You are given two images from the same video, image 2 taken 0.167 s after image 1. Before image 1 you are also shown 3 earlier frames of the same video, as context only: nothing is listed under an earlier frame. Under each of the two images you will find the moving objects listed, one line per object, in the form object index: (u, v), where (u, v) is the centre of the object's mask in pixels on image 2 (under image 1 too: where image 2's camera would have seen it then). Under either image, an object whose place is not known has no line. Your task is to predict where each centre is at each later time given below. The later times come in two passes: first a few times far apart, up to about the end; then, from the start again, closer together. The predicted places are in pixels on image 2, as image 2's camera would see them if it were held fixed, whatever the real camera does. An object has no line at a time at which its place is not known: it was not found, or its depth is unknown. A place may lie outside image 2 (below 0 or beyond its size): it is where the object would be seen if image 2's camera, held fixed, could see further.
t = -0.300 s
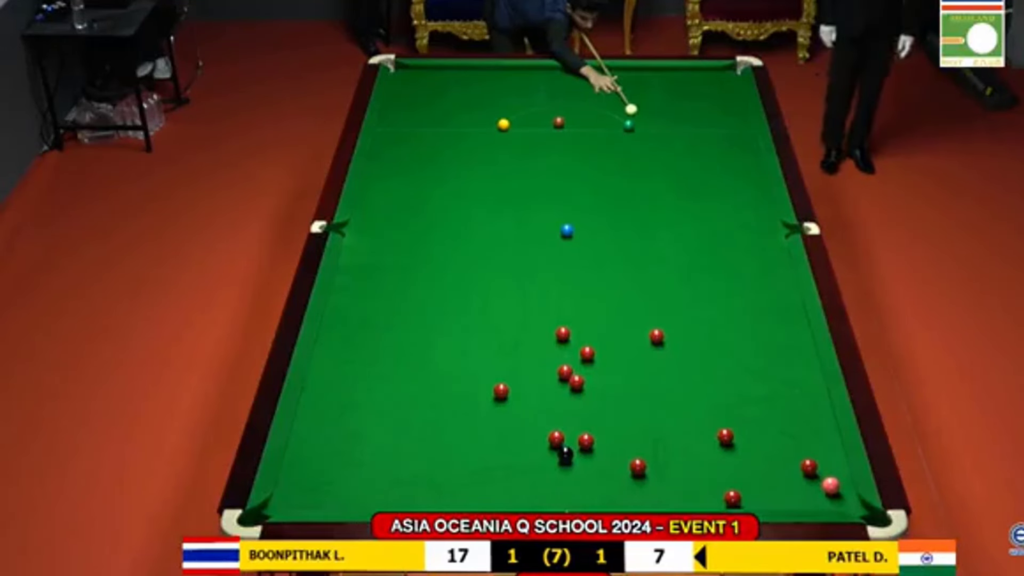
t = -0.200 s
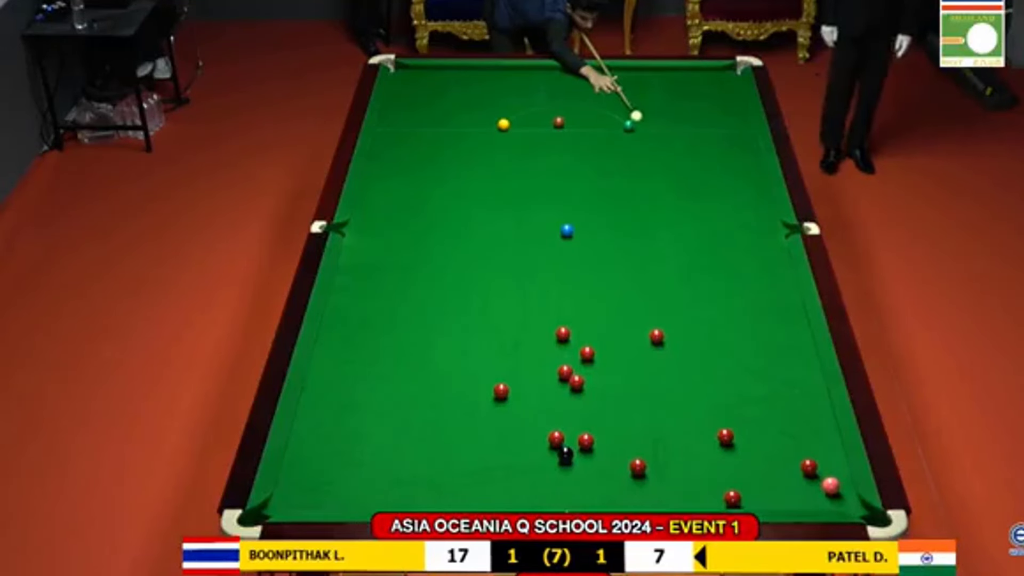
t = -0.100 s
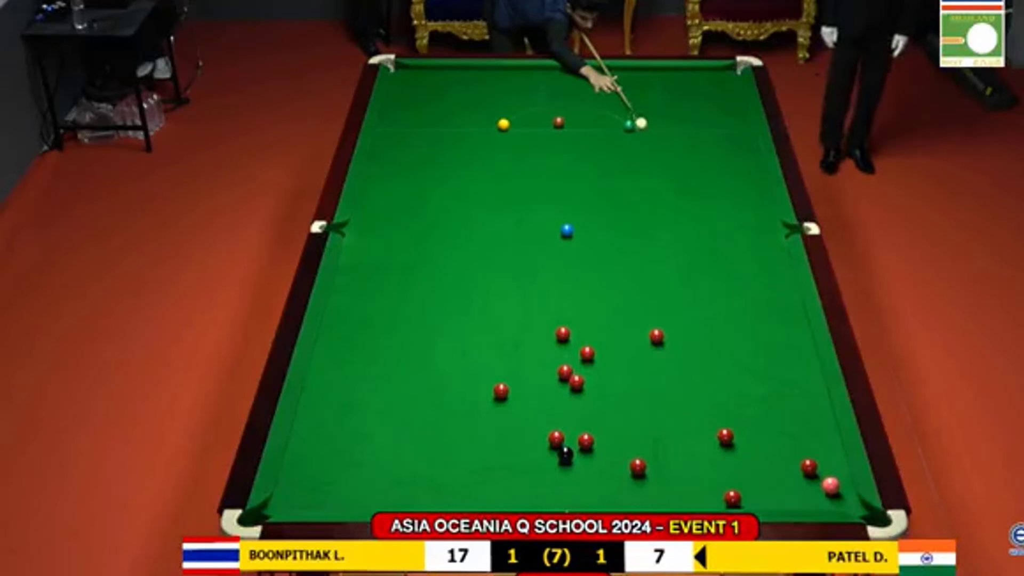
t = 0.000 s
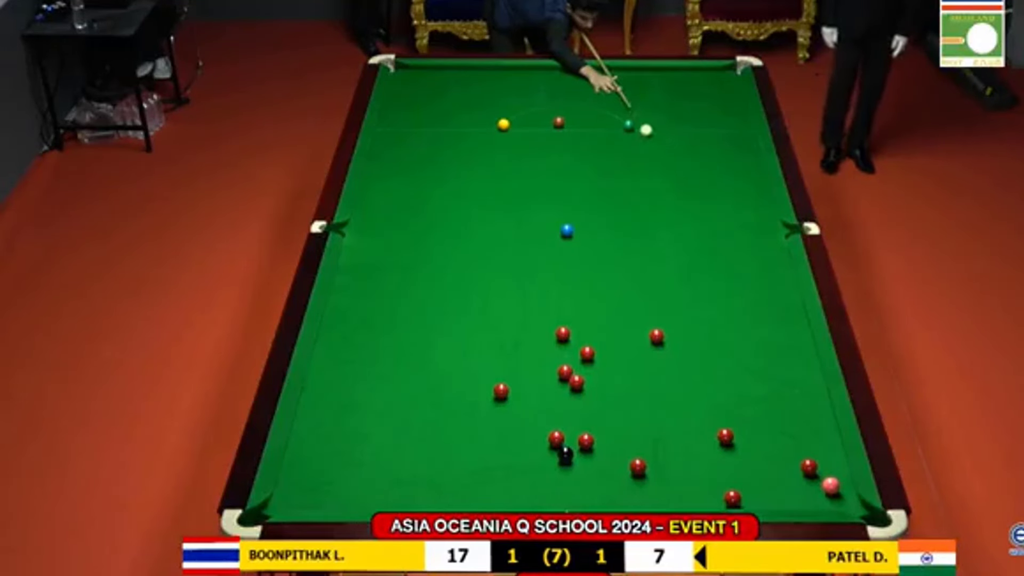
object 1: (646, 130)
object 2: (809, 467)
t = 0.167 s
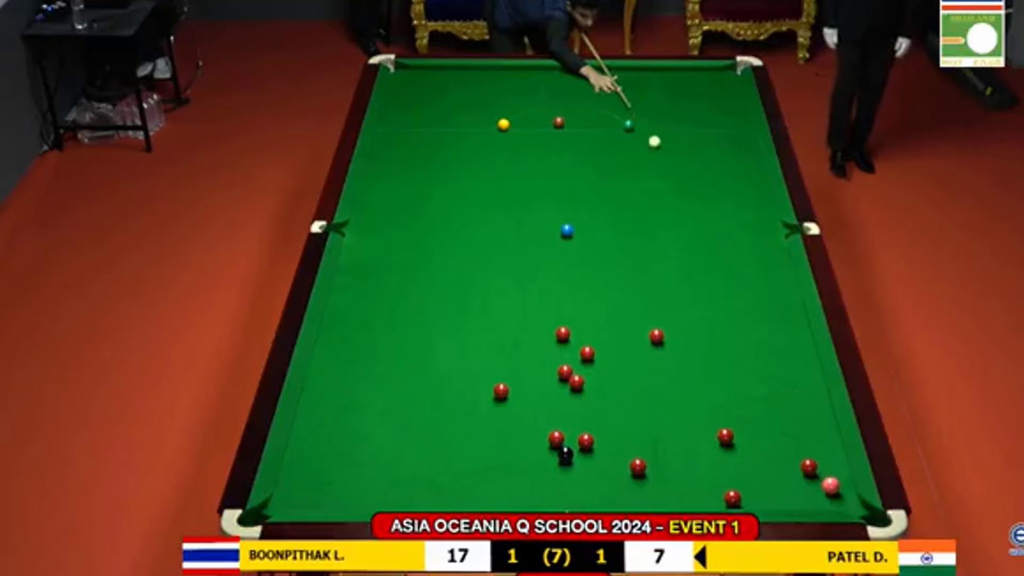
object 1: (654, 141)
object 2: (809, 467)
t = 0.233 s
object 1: (657, 145)
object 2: (809, 467)
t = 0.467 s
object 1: (670, 162)
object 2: (809, 467)
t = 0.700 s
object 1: (683, 180)
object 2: (809, 467)
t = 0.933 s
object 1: (696, 196)
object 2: (809, 467)
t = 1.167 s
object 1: (710, 214)
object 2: (809, 467)
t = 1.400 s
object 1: (724, 234)
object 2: (809, 467)
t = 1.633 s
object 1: (737, 253)
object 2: (809, 467)
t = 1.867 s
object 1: (752, 272)
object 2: (809, 467)
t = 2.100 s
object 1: (767, 291)
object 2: (809, 467)
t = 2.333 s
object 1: (781, 310)
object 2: (809, 467)
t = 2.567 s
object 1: (796, 330)
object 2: (809, 467)
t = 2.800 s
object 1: (808, 350)
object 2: (809, 467)
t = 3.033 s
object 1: (807, 367)
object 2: (809, 467)
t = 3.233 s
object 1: (808, 383)
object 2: (809, 467)
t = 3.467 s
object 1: (808, 401)
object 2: (809, 467)
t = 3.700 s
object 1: (807, 419)
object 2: (809, 467)
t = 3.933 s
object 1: (807, 436)
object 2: (809, 467)
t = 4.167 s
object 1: (806, 452)
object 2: (809, 466)
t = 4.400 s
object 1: (805, 458)
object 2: (810, 476)
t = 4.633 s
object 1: (803, 462)
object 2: (811, 486)
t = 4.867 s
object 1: (802, 464)
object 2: (812, 495)
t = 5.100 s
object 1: (801, 465)
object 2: (813, 501)
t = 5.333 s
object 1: (801, 465)
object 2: (813, 503)
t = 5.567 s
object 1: (801, 465)
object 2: (812, 500)
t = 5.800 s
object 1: (801, 465)
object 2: (812, 498)
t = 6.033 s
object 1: (801, 465)
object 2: (812, 497)
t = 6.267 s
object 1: (801, 465)
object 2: (812, 496)
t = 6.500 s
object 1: (801, 465)
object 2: (812, 496)
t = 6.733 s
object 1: (801, 465)
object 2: (812, 496)
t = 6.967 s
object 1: (801, 465)
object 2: (812, 496)
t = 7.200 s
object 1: (801, 465)
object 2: (812, 495)
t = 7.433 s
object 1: (801, 465)
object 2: (812, 495)
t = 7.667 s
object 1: (801, 465)
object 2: (812, 495)
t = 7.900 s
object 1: (801, 465)
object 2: (812, 495)
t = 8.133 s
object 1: (801, 465)
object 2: (812, 495)
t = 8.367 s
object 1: (801, 465)
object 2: (812, 495)
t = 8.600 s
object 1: (801, 465)
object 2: (812, 495)
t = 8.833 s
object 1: (801, 465)
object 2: (812, 495)
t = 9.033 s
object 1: (801, 465)
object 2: (812, 495)
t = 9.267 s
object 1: (801, 465)
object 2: (812, 495)
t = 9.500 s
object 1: (801, 465)
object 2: (812, 495)
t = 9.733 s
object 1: (801, 465)
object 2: (812, 495)
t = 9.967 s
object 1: (801, 465)
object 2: (812, 495)
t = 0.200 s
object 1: (656, 144)
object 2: (809, 467)
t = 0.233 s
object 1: (657, 145)
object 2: (809, 467)
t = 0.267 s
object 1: (659, 148)
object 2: (809, 467)
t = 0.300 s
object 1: (661, 151)
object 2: (809, 467)
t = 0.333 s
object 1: (662, 152)
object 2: (809, 467)
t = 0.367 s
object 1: (664, 155)
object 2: (809, 467)
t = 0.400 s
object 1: (667, 158)
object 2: (809, 467)
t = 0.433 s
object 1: (668, 159)
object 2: (809, 467)
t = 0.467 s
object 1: (670, 162)
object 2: (809, 467)
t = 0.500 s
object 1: (672, 165)
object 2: (809, 467)
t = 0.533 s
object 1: (673, 166)
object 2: (809, 467)
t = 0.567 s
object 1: (675, 170)
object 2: (809, 467)
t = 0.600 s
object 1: (677, 173)
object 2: (809, 467)
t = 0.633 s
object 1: (678, 174)
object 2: (809, 467)
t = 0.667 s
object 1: (681, 177)
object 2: (809, 467)
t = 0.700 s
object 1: (683, 180)
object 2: (809, 467)
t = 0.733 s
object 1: (684, 182)
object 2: (809, 467)
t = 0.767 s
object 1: (686, 184)
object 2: (809, 467)
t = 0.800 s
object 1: (689, 187)
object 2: (809, 467)
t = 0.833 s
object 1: (690, 189)
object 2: (809, 467)
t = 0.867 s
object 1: (692, 192)
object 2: (809, 467)
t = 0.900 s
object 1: (694, 195)
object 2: (809, 467)
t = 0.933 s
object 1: (696, 196)
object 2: (809, 467)
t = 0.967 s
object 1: (698, 200)
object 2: (809, 467)
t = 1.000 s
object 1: (700, 202)
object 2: (809, 467)
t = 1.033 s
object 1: (701, 204)
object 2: (809, 467)
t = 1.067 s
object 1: (704, 207)
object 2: (809, 467)
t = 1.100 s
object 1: (706, 210)
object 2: (809, 467)
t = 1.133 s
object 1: (707, 212)
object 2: (809, 467)
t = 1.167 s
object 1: (710, 214)
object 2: (809, 467)
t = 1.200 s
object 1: (712, 218)
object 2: (809, 467)
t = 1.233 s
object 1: (713, 219)
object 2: (809, 467)
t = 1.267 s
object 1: (715, 223)
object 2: (809, 467)
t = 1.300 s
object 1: (718, 227)
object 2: (809, 467)
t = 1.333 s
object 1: (719, 228)
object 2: (809, 467)
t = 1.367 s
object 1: (721, 231)
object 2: (809, 467)
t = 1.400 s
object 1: (724, 234)
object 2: (809, 467)
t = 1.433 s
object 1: (725, 236)
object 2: (809, 467)
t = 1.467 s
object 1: (728, 239)
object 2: (809, 467)
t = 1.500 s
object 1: (730, 243)
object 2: (809, 467)
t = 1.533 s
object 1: (731, 244)
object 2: (809, 467)
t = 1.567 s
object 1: (734, 247)
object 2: (809, 467)
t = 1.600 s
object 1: (736, 251)
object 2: (809, 467)
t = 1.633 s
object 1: (737, 253)
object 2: (809, 467)
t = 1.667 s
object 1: (740, 256)
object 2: (809, 467)
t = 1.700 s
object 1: (742, 259)
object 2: (809, 467)
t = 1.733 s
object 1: (744, 261)
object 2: (809, 467)
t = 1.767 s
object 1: (746, 264)
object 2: (809, 467)
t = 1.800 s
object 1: (749, 267)
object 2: (809, 467)
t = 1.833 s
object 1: (750, 269)
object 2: (809, 467)
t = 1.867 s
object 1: (752, 272)
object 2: (809, 467)
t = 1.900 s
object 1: (755, 275)
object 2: (809, 467)
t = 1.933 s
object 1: (756, 277)
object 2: (809, 467)
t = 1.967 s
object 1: (759, 280)
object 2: (809, 467)
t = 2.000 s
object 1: (761, 283)
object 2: (809, 467)
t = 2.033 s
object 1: (762, 285)
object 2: (809, 467)
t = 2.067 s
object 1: (765, 288)
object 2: (809, 467)
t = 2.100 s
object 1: (767, 291)
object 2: (809, 467)
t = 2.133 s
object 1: (768, 293)
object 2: (809, 467)
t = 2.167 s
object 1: (771, 297)
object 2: (809, 467)
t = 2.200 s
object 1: (773, 300)
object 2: (809, 467)
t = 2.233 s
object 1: (775, 301)
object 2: (809, 467)
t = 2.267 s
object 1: (777, 305)
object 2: (809, 467)
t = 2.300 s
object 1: (780, 308)
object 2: (809, 467)
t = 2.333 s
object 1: (781, 310)
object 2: (809, 467)
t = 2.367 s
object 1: (783, 313)
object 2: (809, 467)
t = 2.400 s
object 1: (786, 317)
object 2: (809, 467)
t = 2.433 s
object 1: (787, 319)
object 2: (809, 467)
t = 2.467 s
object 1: (790, 322)
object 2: (809, 467)
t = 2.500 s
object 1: (792, 325)
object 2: (809, 467)
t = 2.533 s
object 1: (794, 327)
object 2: (809, 467)
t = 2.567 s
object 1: (796, 330)
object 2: (809, 467)
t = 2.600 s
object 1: (799, 334)
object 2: (809, 467)
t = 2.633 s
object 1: (800, 335)
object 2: (809, 467)
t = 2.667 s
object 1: (803, 338)
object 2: (809, 467)
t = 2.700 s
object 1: (805, 342)
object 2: (809, 467)
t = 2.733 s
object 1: (806, 343)
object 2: (809, 467)
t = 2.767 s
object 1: (807, 346)
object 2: (809, 467)
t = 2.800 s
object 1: (808, 350)
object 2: (809, 467)
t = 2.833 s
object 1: (807, 351)
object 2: (809, 467)
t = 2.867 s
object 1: (807, 355)
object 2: (809, 467)
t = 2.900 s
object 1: (807, 358)
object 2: (809, 467)
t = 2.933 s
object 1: (807, 359)
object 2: (809, 467)
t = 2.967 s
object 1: (807, 362)
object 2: (809, 467)
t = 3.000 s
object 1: (807, 365)
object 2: (809, 467)
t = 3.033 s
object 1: (807, 367)
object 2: (809, 467)
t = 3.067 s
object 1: (807, 370)
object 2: (809, 467)
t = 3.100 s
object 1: (807, 373)
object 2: (809, 467)
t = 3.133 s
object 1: (807, 374)
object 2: (809, 467)
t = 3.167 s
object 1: (808, 378)
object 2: (809, 467)
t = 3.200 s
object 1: (807, 381)
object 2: (809, 467)
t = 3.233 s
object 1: (808, 383)
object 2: (809, 467)
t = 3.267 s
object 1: (808, 386)
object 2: (809, 467)
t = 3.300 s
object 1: (808, 389)
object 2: (809, 467)
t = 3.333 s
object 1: (808, 390)
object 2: (809, 467)
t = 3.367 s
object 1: (808, 393)
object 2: (809, 467)
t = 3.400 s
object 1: (807, 396)
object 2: (809, 467)
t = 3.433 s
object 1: (807, 398)
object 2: (809, 467)
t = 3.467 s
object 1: (808, 401)
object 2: (809, 467)
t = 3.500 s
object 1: (807, 404)
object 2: (809, 467)
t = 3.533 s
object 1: (808, 405)
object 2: (809, 467)
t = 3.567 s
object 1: (807, 409)
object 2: (809, 467)
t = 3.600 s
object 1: (808, 412)
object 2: (809, 467)
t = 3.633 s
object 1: (807, 413)
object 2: (809, 467)
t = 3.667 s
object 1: (807, 416)
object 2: (809, 467)
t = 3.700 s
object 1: (807, 419)
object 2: (809, 467)
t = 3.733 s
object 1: (807, 421)
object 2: (809, 467)
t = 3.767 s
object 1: (808, 424)
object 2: (809, 467)
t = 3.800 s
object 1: (807, 427)
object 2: (809, 467)
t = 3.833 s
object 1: (807, 428)
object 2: (809, 467)
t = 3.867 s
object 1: (807, 431)
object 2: (809, 467)
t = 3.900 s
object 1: (807, 434)
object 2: (809, 467)
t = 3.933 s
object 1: (807, 436)
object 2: (809, 467)
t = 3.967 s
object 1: (807, 439)
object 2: (809, 467)
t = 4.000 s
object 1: (807, 442)
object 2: (809, 467)
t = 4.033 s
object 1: (807, 443)
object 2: (809, 467)
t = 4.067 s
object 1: (807, 446)
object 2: (809, 466)
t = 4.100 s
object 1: (807, 449)
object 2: (809, 467)
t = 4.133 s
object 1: (807, 450)
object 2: (809, 466)
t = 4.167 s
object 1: (806, 452)
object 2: (809, 466)
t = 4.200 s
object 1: (806, 454)
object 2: (809, 467)
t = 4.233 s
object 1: (806, 454)
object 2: (809, 467)
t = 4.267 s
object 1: (806, 455)
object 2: (809, 469)
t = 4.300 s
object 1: (805, 456)
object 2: (809, 471)
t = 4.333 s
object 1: (805, 456)
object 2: (809, 471)
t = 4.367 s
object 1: (805, 458)
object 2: (810, 475)
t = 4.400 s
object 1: (805, 458)
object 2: (810, 476)
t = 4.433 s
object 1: (804, 459)
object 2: (810, 477)
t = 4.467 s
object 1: (804, 460)
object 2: (810, 478)
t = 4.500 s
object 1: (804, 460)
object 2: (810, 480)
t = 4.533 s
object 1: (803, 460)
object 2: (811, 481)
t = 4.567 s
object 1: (803, 461)
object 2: (811, 483)
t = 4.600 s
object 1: (803, 461)
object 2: (811, 485)
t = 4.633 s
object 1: (803, 462)
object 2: (811, 486)
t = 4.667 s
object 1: (803, 462)
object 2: (812, 488)
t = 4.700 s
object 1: (803, 463)
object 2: (812, 489)
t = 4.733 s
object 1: (802, 463)
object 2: (812, 490)
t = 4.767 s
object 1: (802, 463)
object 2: (812, 491)
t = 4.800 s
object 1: (802, 463)
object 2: (812, 492)
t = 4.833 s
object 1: (802, 464)
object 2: (812, 493)
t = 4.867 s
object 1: (802, 464)
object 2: (812, 495)
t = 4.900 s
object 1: (801, 464)
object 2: (812, 497)
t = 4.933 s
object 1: (801, 464)
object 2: (813, 497)
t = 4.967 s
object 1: (801, 464)
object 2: (813, 497)
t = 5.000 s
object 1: (801, 464)
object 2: (813, 498)
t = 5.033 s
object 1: (801, 465)
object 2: (813, 499)
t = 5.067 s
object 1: (801, 465)
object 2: (813, 500)
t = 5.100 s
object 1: (801, 465)
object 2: (813, 501)
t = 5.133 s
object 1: (801, 465)
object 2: (813, 502)
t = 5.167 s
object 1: (801, 465)
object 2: (814, 502)
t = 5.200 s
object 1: (801, 465)
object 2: (814, 504)
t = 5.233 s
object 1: (801, 465)
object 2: (814, 504)
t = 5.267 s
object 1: (800, 465)
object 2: (813, 504)
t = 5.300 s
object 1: (801, 465)
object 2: (813, 503)
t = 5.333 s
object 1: (801, 465)
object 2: (813, 503)
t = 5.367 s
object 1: (801, 465)
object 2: (813, 502)
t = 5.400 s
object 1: (801, 465)
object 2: (813, 502)
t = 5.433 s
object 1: (801, 465)
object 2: (813, 502)
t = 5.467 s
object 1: (801, 465)
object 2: (812, 501)
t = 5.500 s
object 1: (801, 465)
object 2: (812, 501)
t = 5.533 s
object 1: (801, 465)
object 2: (812, 501)
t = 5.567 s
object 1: (801, 465)
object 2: (812, 500)
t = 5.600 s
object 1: (801, 465)
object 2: (812, 500)
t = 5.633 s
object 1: (801, 465)
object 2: (812, 500)
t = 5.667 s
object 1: (801, 465)
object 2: (812, 499)
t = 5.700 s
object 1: (801, 465)
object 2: (812, 499)
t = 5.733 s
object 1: (801, 465)
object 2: (812, 499)
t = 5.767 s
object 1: (801, 465)
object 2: (812, 499)
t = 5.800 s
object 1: (801, 465)
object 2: (812, 498)
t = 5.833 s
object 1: (801, 465)
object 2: (812, 498)
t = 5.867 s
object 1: (801, 465)
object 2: (812, 498)
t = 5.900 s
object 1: (801, 465)
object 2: (812, 497)
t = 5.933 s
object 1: (801, 465)
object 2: (812, 498)
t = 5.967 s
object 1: (801, 465)
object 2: (812, 497)
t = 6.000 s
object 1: (801, 465)
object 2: (812, 497)
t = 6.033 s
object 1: (801, 465)
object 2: (812, 497)
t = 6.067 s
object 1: (801, 465)
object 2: (812, 497)
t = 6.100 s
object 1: (801, 465)
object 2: (812, 497)
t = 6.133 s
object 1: (801, 465)
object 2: (812, 497)
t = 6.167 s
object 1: (801, 465)
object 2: (812, 497)
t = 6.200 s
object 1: (801, 465)
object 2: (812, 497)
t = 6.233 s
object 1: (801, 465)
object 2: (812, 496)
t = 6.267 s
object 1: (801, 465)
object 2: (812, 496)
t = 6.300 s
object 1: (801, 465)
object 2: (812, 496)
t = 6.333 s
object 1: (801, 465)
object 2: (812, 496)
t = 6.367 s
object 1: (801, 465)
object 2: (812, 496)
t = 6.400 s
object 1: (801, 465)
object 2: (812, 496)
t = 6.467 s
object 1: (801, 465)
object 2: (812, 496)
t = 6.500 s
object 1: (801, 465)
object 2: (812, 496)
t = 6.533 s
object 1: (801, 465)
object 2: (812, 496)
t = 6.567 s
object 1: (801, 465)
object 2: (812, 496)
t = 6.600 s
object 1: (801, 465)
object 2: (812, 496)
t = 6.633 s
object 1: (801, 465)
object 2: (812, 496)
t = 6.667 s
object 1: (801, 465)
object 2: (812, 496)
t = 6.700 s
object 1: (801, 465)
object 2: (812, 496)
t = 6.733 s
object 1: (801, 465)
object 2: (812, 496)
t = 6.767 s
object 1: (801, 465)
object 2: (812, 496)
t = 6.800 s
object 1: (801, 465)
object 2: (812, 496)
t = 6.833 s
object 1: (801, 465)
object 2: (812, 496)
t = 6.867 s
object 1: (801, 465)
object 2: (812, 496)
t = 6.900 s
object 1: (801, 465)
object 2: (812, 496)
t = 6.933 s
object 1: (801, 465)
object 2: (812, 496)
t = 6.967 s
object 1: (801, 465)
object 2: (812, 496)
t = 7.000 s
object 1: (801, 465)
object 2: (812, 496)
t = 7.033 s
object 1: (801, 465)
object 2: (812, 496)
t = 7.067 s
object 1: (801, 465)
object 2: (812, 496)
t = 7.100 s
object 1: (801, 465)
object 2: (812, 496)
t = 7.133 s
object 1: (801, 465)
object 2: (812, 496)
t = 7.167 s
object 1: (801, 465)
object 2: (812, 496)
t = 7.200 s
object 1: (801, 465)
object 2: (812, 495)
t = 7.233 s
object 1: (801, 465)
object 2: (812, 495)
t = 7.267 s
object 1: (800, 465)
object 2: (812, 495)
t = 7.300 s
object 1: (801, 465)
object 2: (812, 495)
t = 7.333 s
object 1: (800, 465)
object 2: (812, 495)
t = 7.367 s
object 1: (801, 465)
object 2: (812, 495)
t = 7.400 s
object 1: (801, 465)
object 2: (812, 495)
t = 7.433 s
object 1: (801, 465)
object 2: (812, 495)
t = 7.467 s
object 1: (801, 465)
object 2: (812, 495)
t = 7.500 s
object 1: (801, 465)
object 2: (812, 495)
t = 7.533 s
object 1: (801, 465)
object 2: (812, 495)
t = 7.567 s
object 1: (801, 465)
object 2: (812, 495)
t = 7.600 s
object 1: (801, 465)
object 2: (812, 495)
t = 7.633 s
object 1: (801, 465)
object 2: (812, 495)
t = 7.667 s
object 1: (801, 465)
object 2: (812, 495)
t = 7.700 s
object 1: (801, 465)
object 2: (812, 495)
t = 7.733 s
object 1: (801, 465)
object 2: (812, 495)
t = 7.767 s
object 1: (801, 465)
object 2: (812, 495)
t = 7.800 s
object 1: (801, 465)
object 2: (812, 495)
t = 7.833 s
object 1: (801, 465)
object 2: (812, 495)
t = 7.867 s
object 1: (801, 465)
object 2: (812, 495)
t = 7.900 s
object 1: (801, 465)
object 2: (812, 495)
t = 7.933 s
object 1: (800, 465)
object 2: (812, 495)
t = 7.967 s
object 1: (801, 465)
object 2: (812, 495)
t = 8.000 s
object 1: (800, 465)
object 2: (812, 495)
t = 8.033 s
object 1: (800, 465)
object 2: (812, 495)
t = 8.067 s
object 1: (801, 465)
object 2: (812, 495)
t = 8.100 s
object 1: (801, 465)
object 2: (812, 495)
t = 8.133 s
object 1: (801, 465)
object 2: (812, 495)
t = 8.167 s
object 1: (801, 465)
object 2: (812, 495)
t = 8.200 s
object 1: (801, 465)
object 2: (812, 495)
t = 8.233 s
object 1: (800, 465)
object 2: (812, 495)
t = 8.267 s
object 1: (800, 465)
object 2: (812, 495)
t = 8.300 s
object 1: (801, 465)
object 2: (812, 495)
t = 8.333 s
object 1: (801, 465)
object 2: (812, 495)
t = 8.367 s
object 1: (801, 465)
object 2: (812, 495)
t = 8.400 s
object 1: (801, 465)
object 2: (812, 495)
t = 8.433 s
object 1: (801, 465)
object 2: (812, 495)
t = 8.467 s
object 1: (801, 465)
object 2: (812, 495)
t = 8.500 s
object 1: (801, 465)
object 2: (812, 495)
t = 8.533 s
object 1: (801, 465)
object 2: (812, 495)
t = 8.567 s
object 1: (801, 465)
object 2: (812, 495)
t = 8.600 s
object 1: (801, 465)
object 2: (812, 495)
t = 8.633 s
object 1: (801, 465)
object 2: (812, 495)
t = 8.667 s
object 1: (801, 465)
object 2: (812, 495)
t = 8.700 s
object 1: (801, 465)
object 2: (812, 495)
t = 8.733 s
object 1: (801, 465)
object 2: (812, 495)
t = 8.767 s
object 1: (801, 465)
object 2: (812, 495)
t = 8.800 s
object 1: (801, 465)
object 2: (812, 495)
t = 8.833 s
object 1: (801, 465)
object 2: (812, 495)
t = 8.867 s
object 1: (801, 465)
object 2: (812, 495)
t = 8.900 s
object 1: (801, 465)
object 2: (812, 495)
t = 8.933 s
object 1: (801, 465)
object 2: (812, 495)
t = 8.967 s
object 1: (801, 465)
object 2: (812, 495)
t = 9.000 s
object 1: (801, 465)
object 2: (812, 495)
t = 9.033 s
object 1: (801, 465)
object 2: (812, 495)
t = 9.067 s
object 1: (801, 465)
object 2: (812, 495)
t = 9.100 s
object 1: (801, 465)
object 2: (812, 495)
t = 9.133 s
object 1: (801, 465)
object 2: (812, 495)
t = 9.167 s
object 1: (801, 465)
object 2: (812, 495)
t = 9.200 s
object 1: (801, 465)
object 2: (812, 495)
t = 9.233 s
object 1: (801, 465)
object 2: (812, 495)
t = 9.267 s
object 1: (801, 465)
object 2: (812, 495)
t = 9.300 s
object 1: (801, 465)
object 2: (812, 495)
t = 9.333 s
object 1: (801, 465)
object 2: (812, 495)
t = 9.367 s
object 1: (801, 465)
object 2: (812, 495)
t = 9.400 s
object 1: (801, 465)
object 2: (812, 495)
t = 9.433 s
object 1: (801, 465)
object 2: (812, 495)
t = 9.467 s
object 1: (801, 465)
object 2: (812, 495)
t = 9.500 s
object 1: (801, 465)
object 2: (812, 495)
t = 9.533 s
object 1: (801, 465)
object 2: (812, 495)
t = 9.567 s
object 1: (801, 465)
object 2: (812, 495)
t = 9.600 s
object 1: (801, 465)
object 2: (812, 495)
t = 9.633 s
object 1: (801, 465)
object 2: (812, 495)
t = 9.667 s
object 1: (801, 465)
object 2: (812, 495)
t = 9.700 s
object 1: (801, 465)
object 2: (812, 495)
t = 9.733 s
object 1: (801, 465)
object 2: (812, 495)
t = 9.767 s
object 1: (800, 465)
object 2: (812, 495)
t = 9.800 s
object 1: (801, 465)
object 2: (812, 495)
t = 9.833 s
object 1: (801, 465)
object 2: (812, 495)
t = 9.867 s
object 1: (801, 465)
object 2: (812, 495)
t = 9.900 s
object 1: (801, 465)
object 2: (812, 495)
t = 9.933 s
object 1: (801, 465)
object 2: (812, 495)
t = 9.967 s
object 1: (801, 465)
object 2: (812, 495)
